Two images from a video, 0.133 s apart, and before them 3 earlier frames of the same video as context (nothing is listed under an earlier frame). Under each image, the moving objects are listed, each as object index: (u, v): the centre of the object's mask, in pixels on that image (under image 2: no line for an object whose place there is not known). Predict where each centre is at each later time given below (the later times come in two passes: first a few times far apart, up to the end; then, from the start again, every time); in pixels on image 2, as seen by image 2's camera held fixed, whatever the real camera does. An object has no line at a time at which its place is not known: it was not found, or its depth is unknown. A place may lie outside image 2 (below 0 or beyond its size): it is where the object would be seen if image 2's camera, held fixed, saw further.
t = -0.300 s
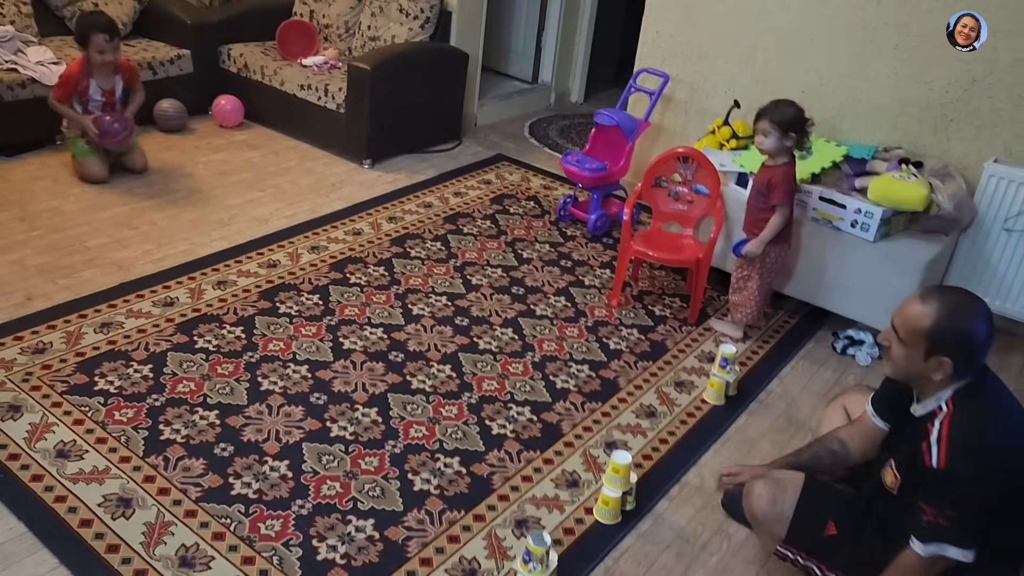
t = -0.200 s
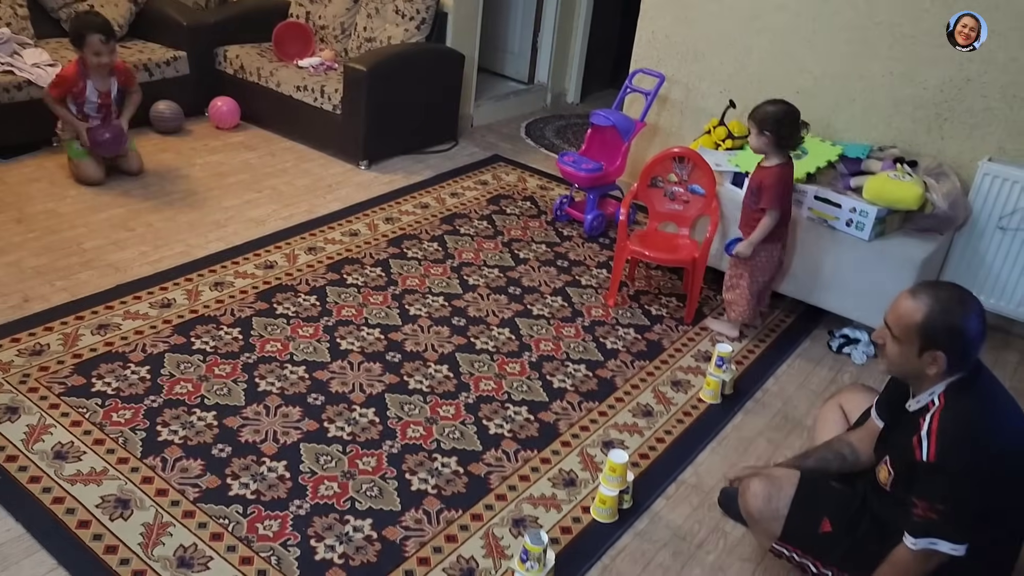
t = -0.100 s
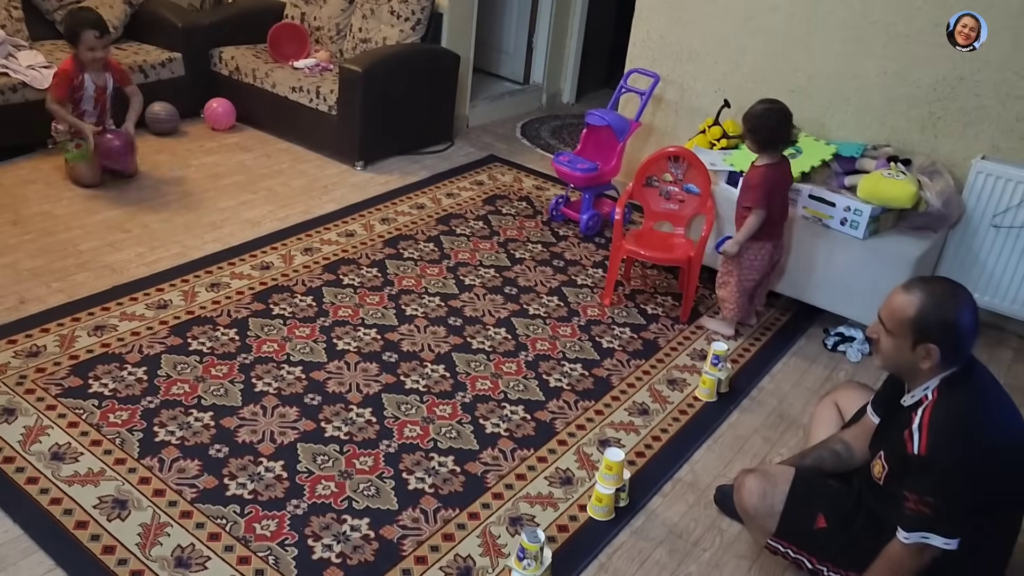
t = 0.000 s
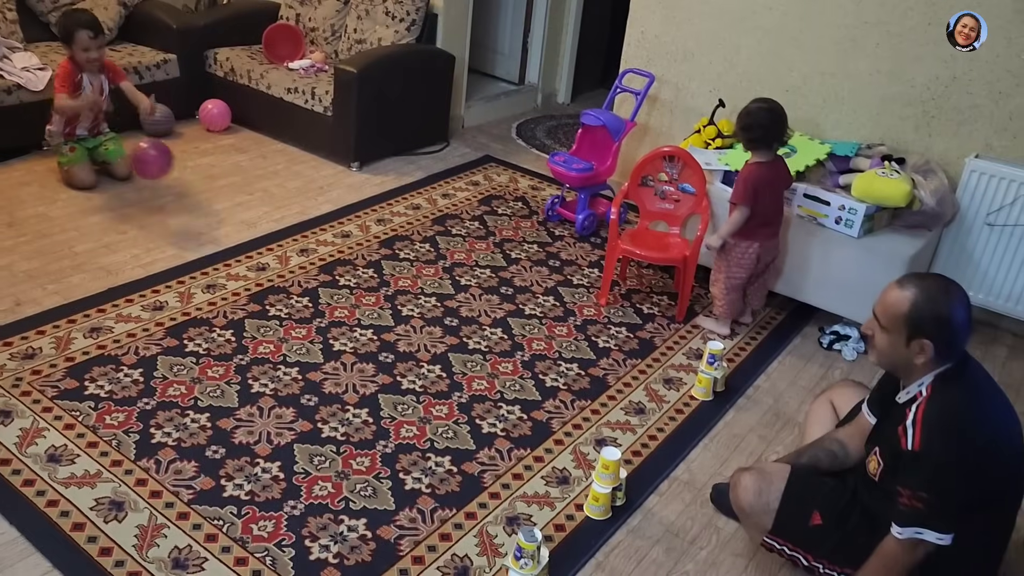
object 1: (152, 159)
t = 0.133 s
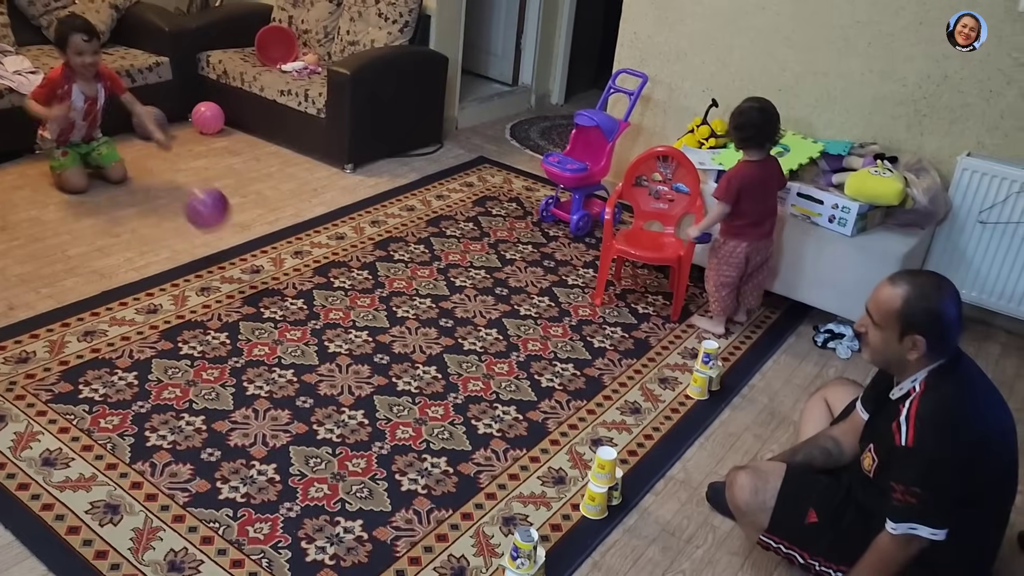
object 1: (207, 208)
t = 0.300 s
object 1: (286, 299)
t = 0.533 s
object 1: (372, 382)
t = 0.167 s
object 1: (224, 228)
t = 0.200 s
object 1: (241, 250)
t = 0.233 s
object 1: (259, 278)
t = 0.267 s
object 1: (275, 300)
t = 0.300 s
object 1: (286, 299)
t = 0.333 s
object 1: (297, 301)
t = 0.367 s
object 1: (309, 306)
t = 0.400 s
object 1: (322, 316)
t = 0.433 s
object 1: (334, 329)
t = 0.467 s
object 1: (345, 343)
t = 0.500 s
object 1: (358, 361)
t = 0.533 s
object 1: (372, 382)
